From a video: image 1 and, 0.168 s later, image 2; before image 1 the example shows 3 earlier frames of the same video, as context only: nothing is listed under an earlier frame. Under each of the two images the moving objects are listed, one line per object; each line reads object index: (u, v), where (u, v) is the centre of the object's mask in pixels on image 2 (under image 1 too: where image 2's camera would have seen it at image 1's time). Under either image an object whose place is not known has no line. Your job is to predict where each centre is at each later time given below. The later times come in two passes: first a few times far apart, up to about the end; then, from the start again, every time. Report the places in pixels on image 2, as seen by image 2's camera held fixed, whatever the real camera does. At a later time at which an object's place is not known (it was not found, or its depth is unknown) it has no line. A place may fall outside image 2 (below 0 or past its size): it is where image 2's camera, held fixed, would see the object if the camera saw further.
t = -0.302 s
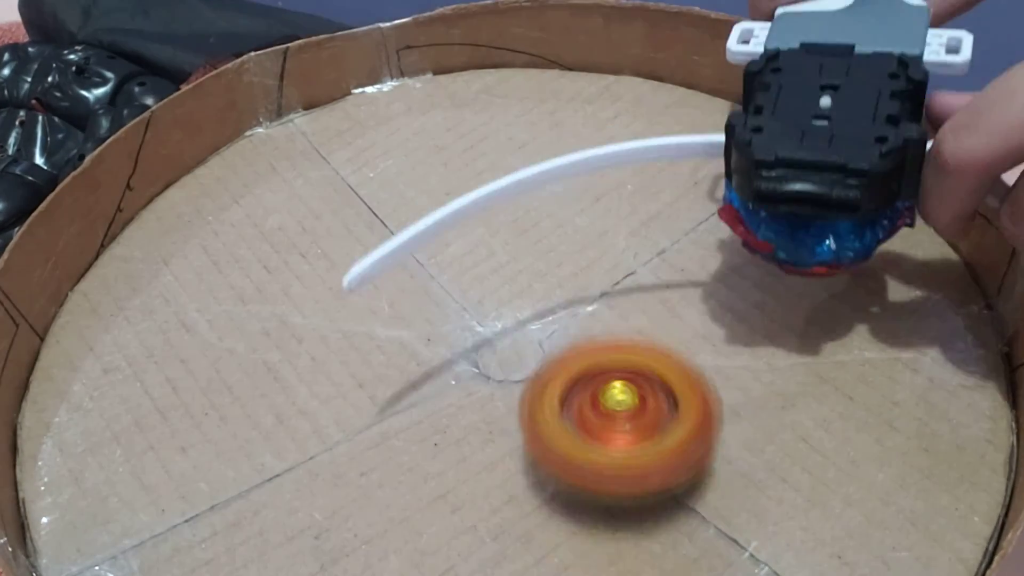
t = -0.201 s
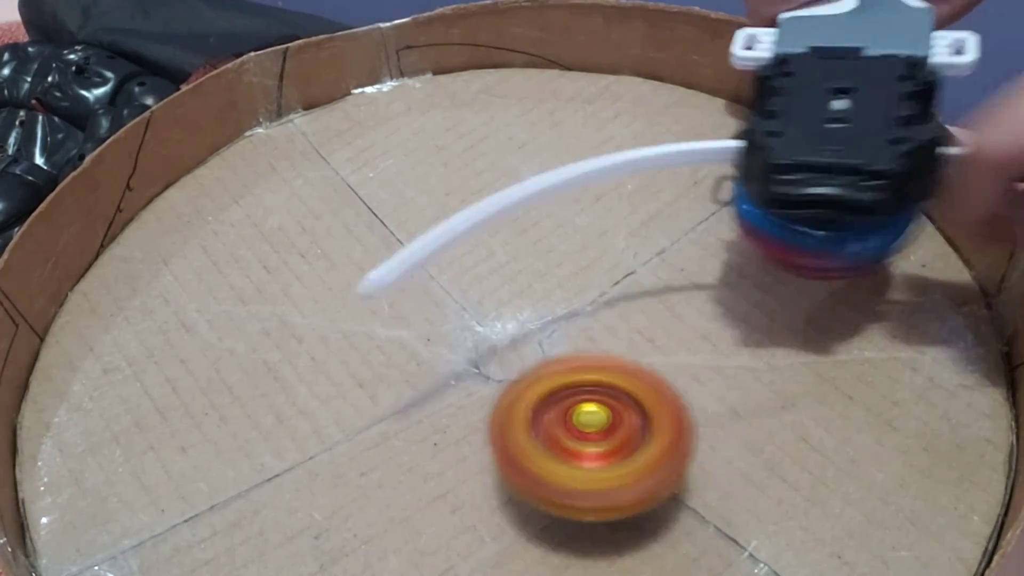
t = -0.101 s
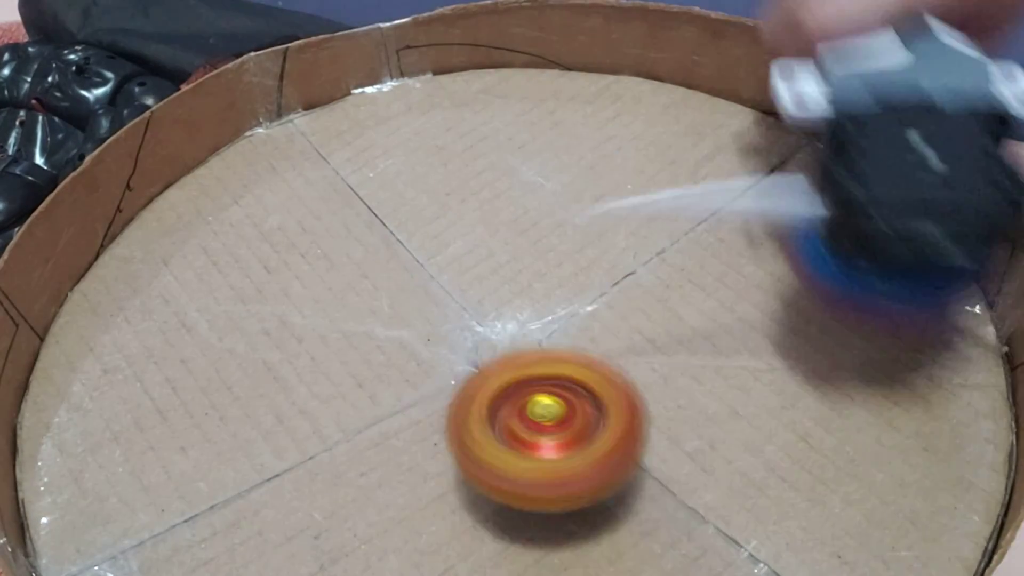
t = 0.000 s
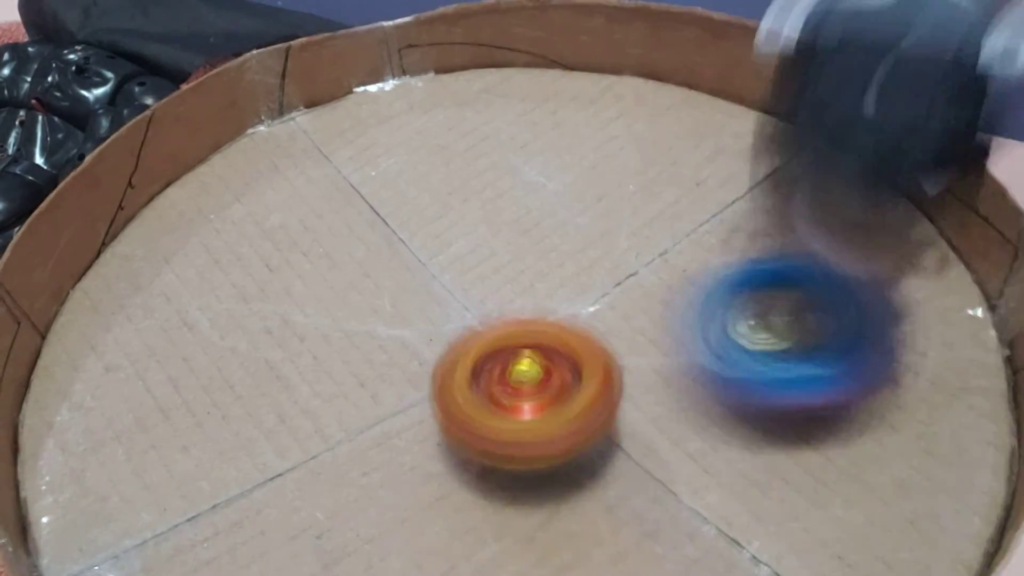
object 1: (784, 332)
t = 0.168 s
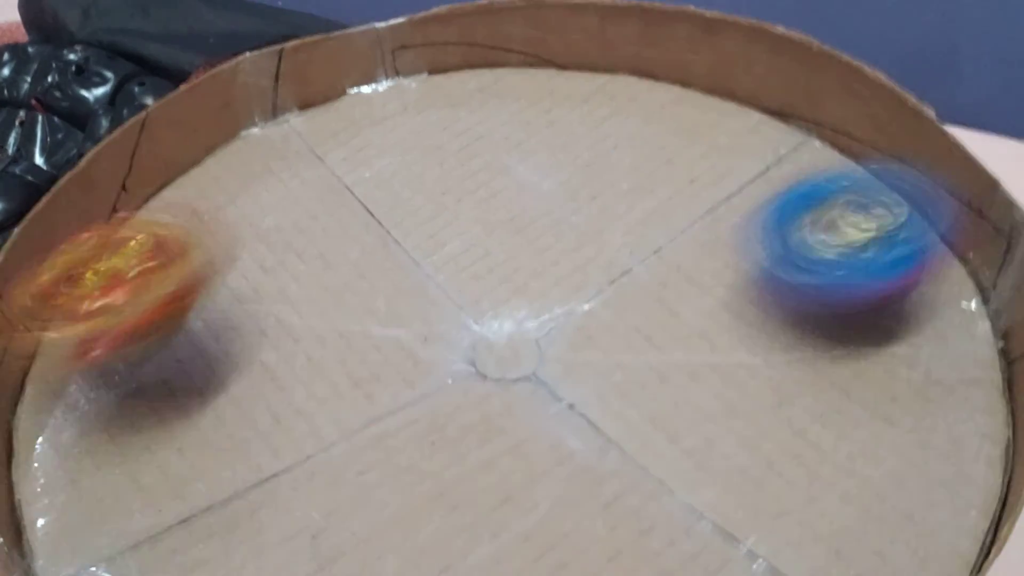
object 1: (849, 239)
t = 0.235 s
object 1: (736, 285)
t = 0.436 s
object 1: (460, 314)
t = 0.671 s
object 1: (384, 117)
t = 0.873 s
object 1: (436, 103)
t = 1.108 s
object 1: (479, 141)
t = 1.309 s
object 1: (532, 214)
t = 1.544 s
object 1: (505, 398)
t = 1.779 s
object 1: (283, 447)
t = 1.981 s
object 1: (238, 431)
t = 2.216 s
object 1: (302, 390)
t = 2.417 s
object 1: (445, 325)
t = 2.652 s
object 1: (665, 338)
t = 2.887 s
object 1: (824, 510)
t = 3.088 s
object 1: (603, 453)
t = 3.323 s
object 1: (534, 355)
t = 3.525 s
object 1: (531, 347)
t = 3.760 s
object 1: (546, 292)
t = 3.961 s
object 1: (567, 327)
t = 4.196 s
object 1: (580, 363)
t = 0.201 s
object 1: (786, 267)
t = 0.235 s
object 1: (736, 285)
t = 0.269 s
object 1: (689, 300)
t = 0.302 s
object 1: (647, 314)
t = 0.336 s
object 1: (600, 323)
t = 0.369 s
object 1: (549, 329)
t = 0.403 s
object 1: (504, 328)
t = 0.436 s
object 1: (460, 314)
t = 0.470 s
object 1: (423, 291)
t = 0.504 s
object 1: (396, 262)
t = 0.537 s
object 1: (381, 231)
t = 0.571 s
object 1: (374, 195)
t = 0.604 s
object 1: (374, 158)
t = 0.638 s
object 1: (379, 132)
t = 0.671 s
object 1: (384, 117)
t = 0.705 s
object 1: (392, 106)
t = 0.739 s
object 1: (401, 102)
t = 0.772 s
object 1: (411, 101)
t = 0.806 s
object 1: (420, 101)
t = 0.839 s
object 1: (428, 103)
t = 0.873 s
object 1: (436, 103)
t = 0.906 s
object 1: (442, 105)
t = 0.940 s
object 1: (447, 107)
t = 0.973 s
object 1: (453, 111)
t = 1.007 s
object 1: (459, 117)
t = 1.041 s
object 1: (466, 124)
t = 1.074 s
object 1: (473, 131)
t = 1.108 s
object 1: (479, 141)
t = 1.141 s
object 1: (486, 149)
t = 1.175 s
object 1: (494, 161)
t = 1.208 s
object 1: (505, 173)
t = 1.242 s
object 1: (515, 187)
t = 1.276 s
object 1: (524, 201)
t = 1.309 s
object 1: (532, 214)
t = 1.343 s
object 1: (538, 232)
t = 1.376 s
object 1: (549, 254)
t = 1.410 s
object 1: (562, 280)
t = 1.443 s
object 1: (566, 310)
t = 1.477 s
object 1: (557, 344)
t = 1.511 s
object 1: (536, 373)
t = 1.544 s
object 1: (505, 398)
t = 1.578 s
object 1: (466, 417)
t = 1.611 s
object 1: (421, 434)
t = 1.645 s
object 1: (391, 443)
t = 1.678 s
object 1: (357, 448)
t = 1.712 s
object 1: (327, 450)
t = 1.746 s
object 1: (302, 449)
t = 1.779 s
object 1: (283, 447)
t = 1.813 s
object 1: (268, 445)
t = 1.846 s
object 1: (260, 441)
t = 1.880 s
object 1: (251, 439)
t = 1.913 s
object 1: (243, 436)
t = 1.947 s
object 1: (239, 433)
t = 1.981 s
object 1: (238, 431)
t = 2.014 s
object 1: (236, 431)
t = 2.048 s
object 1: (236, 429)
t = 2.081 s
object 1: (238, 425)
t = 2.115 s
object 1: (243, 419)
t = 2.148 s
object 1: (255, 412)
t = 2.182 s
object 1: (275, 402)
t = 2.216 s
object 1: (302, 390)
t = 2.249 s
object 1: (329, 379)
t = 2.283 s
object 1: (347, 369)
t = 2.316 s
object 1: (356, 359)
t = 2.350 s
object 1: (373, 349)
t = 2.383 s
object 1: (406, 338)
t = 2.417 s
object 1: (445, 325)
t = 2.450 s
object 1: (473, 312)
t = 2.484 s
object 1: (501, 304)
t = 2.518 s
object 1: (534, 297)
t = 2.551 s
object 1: (569, 297)
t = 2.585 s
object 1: (604, 305)
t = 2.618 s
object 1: (637, 322)
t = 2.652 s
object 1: (665, 338)
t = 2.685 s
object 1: (694, 360)
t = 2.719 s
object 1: (722, 388)
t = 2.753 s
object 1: (745, 414)
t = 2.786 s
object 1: (765, 441)
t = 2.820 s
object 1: (790, 471)
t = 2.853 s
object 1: (810, 494)
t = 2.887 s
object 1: (824, 510)
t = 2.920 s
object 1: (808, 520)
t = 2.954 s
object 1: (767, 519)
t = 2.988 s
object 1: (715, 511)
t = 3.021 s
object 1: (669, 499)
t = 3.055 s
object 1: (634, 481)
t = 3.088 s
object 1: (603, 453)
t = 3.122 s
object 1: (576, 423)
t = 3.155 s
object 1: (549, 387)
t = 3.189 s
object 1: (531, 358)
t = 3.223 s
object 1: (533, 351)
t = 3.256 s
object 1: (534, 353)
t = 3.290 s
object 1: (535, 354)
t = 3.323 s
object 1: (534, 355)
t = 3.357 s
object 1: (534, 354)
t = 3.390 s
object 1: (533, 353)
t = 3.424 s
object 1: (532, 352)
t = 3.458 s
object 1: (532, 352)
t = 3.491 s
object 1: (532, 350)
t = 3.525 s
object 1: (531, 347)
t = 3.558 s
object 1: (528, 341)
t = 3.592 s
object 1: (526, 331)
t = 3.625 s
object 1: (522, 319)
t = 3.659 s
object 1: (522, 306)
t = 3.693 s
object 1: (527, 295)
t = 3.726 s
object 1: (537, 292)
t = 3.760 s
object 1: (546, 292)
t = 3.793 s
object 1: (555, 295)
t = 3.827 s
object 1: (564, 303)
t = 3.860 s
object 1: (572, 312)
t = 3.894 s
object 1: (573, 318)
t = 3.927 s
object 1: (570, 323)
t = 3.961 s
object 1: (567, 327)
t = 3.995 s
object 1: (562, 332)
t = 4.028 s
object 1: (561, 338)
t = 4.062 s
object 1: (565, 347)
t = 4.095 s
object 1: (562, 351)
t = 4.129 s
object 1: (565, 356)
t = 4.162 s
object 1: (573, 361)
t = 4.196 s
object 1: (580, 363)
